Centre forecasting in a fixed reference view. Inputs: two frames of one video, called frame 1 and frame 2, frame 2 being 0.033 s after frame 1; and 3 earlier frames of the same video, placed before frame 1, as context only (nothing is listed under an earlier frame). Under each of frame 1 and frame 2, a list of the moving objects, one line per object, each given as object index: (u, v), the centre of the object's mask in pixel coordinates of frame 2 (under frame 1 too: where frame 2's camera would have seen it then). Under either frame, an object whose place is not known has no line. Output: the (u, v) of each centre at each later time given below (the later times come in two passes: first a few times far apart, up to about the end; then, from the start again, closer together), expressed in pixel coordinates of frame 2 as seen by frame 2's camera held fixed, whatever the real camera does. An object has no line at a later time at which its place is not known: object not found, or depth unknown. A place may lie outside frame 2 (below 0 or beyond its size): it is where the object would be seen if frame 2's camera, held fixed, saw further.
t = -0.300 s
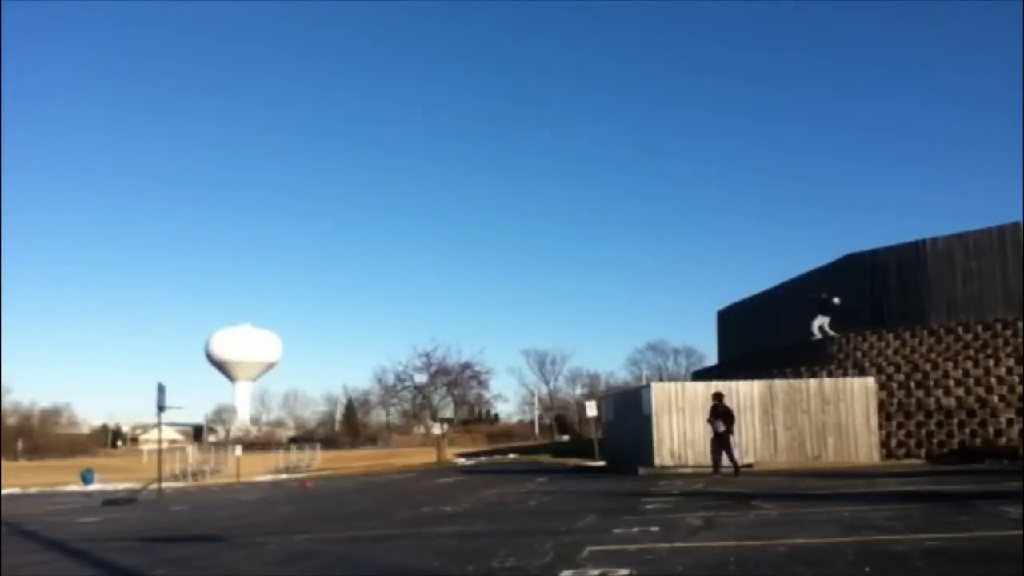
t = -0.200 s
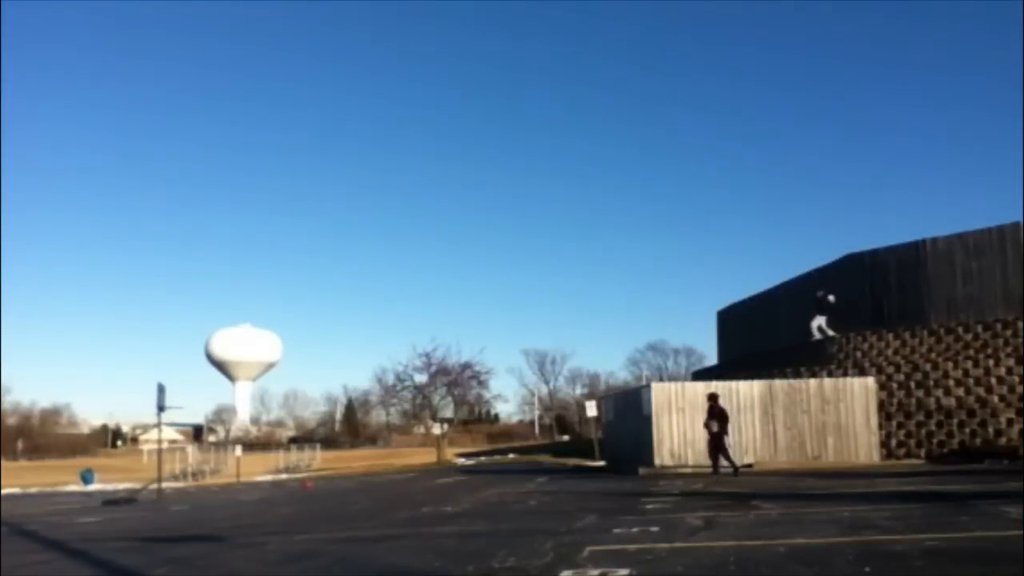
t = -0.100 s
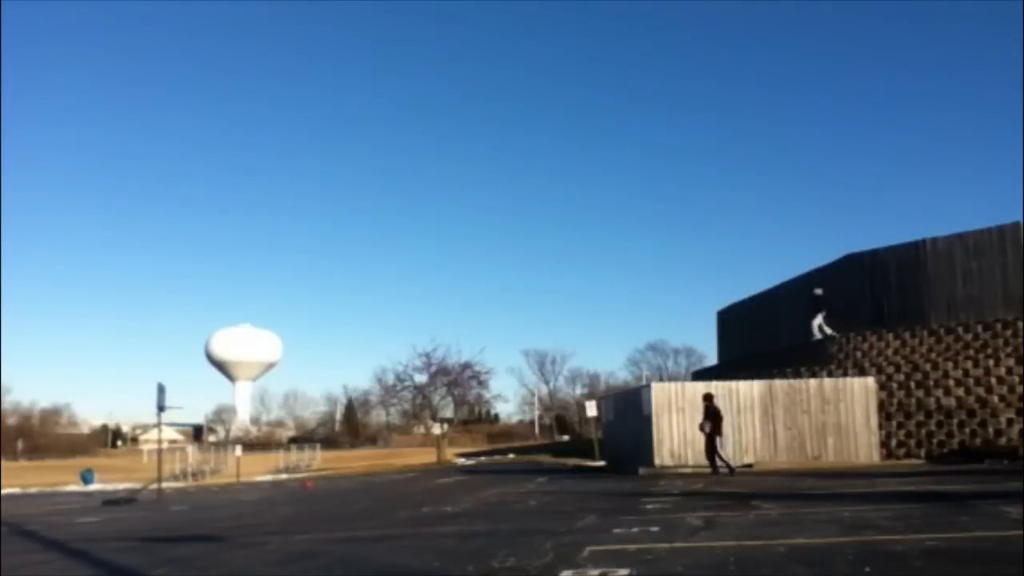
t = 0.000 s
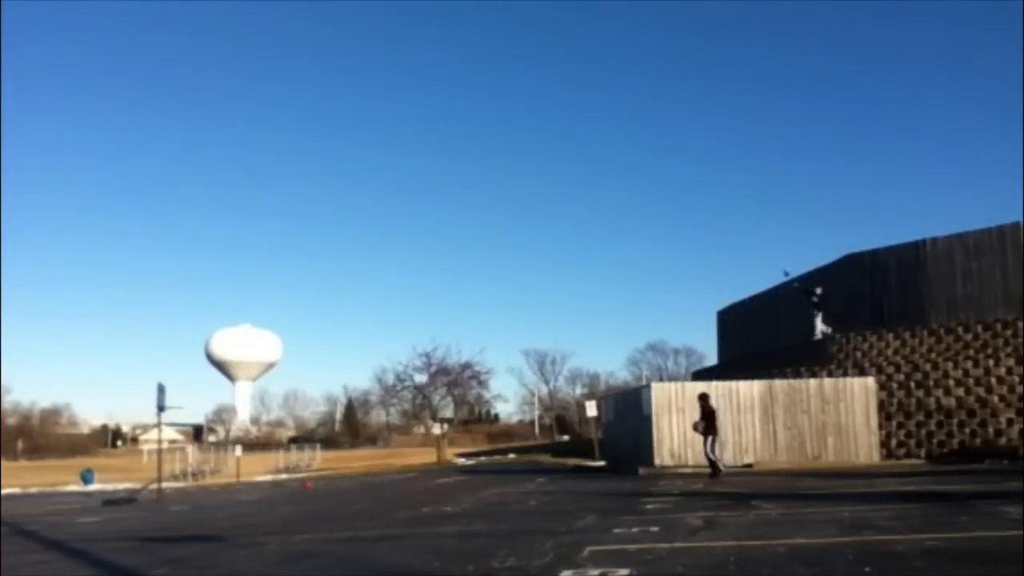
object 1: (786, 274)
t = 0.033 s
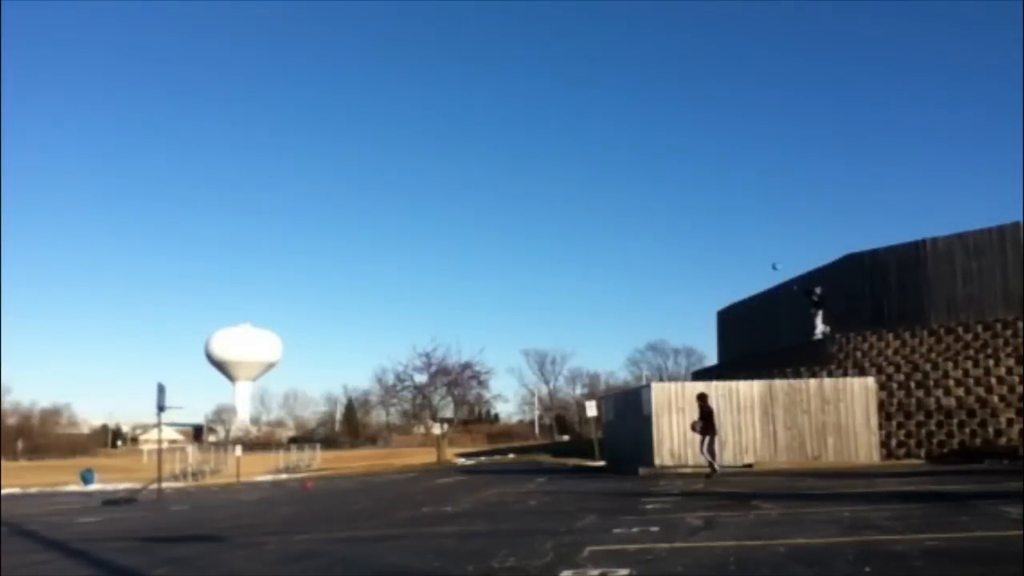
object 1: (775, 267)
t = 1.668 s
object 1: (226, 334)
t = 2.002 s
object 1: (173, 410)
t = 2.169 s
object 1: (172, 414)
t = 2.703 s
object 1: (184, 488)
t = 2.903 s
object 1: (192, 482)
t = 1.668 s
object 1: (226, 334)
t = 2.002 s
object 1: (173, 410)
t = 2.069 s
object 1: (173, 412)
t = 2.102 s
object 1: (172, 413)
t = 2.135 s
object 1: (172, 413)
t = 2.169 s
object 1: (172, 414)
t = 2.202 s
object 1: (171, 414)
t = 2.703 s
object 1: (184, 488)
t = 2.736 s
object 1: (186, 494)
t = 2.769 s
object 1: (187, 492)
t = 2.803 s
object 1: (188, 489)
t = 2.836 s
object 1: (190, 487)
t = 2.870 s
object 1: (191, 485)
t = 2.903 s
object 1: (192, 482)
